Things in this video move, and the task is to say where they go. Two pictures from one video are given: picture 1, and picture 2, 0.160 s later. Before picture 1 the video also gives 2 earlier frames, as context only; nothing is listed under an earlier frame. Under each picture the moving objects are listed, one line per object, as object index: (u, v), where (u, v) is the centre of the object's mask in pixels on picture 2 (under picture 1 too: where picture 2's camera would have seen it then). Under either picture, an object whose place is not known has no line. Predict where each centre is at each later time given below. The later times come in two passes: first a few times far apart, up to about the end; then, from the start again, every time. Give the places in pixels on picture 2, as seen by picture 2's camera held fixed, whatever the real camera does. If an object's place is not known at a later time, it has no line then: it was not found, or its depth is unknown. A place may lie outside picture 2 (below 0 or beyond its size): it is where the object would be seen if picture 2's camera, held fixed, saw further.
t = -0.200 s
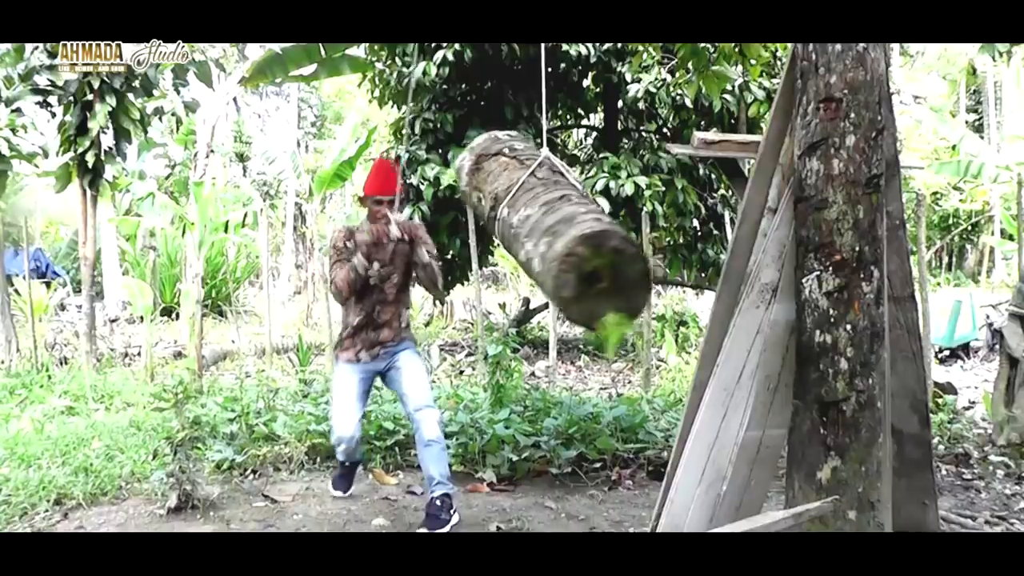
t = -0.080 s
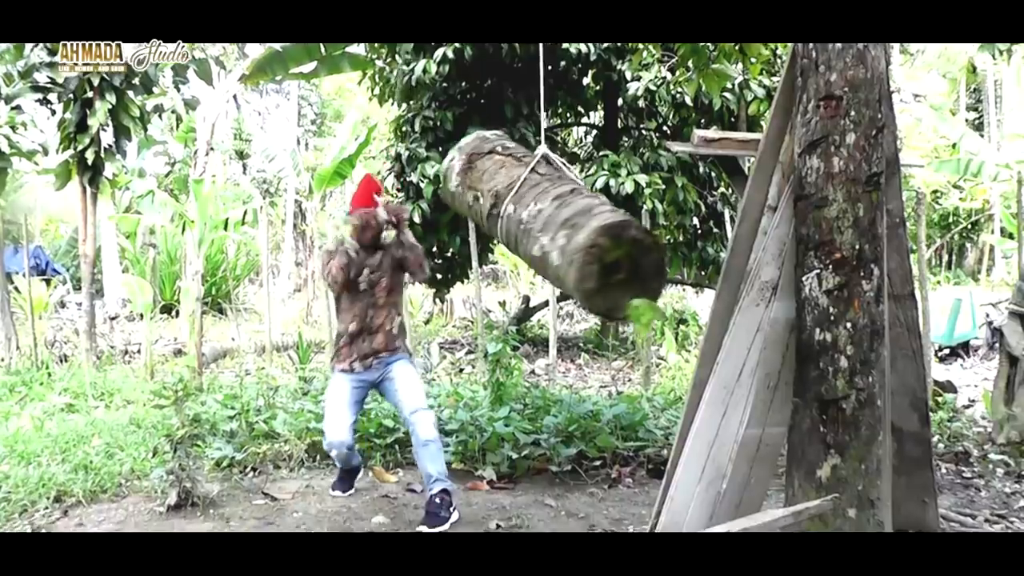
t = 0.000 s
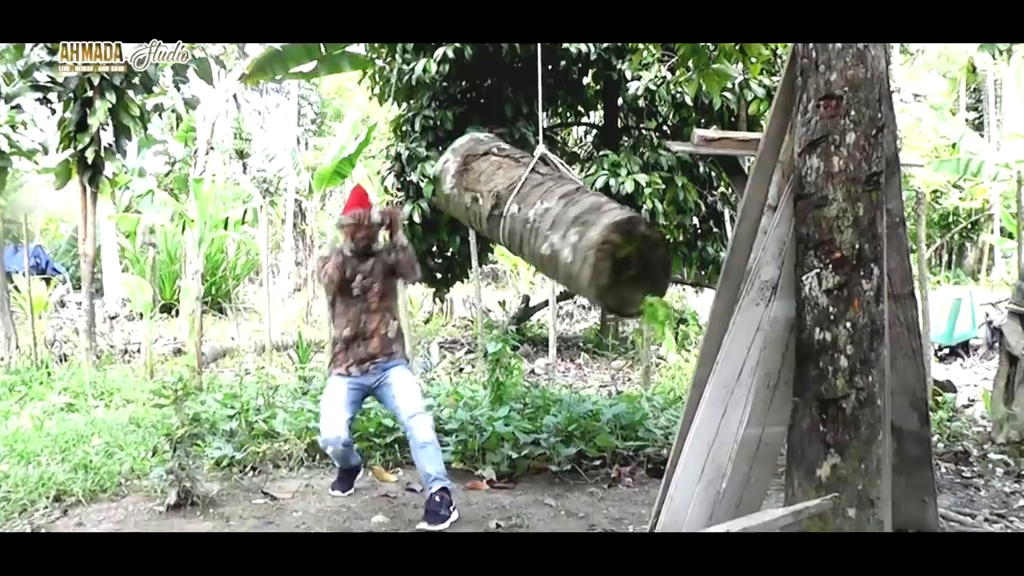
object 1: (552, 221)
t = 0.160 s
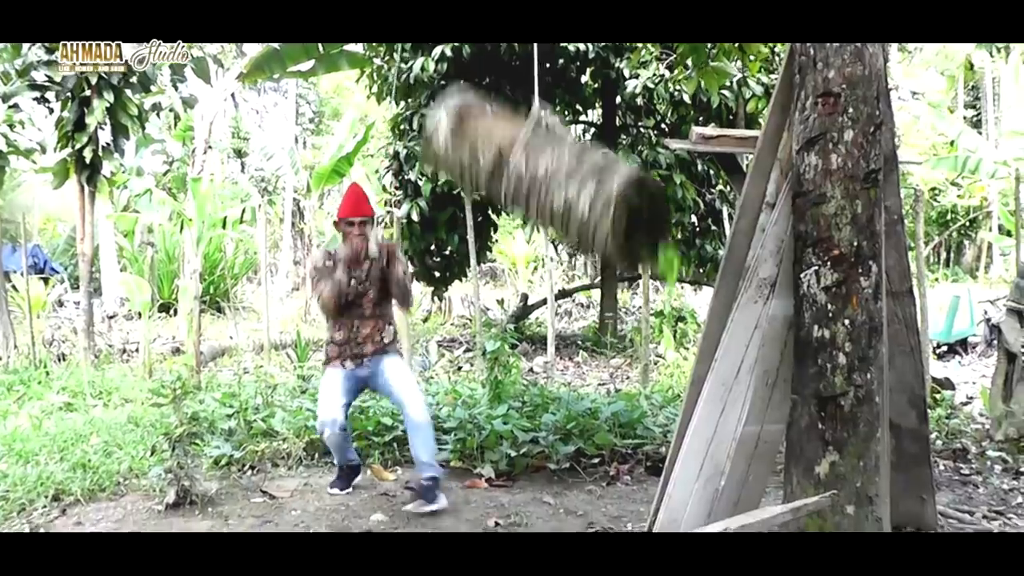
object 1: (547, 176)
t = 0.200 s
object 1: (544, 154)
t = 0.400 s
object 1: (576, 85)
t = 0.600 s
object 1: (588, 68)
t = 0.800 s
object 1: (576, 76)
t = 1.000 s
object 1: (553, 84)
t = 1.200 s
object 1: (535, 86)
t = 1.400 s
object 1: (519, 87)
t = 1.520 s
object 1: (511, 91)
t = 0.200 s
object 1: (544, 154)
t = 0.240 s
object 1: (544, 135)
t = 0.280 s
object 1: (545, 116)
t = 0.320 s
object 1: (549, 103)
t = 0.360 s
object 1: (561, 91)
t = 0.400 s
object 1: (576, 85)
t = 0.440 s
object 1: (584, 78)
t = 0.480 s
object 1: (585, 73)
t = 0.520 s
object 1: (589, 70)
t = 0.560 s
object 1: (589, 68)
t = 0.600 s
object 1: (588, 68)
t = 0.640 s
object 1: (589, 68)
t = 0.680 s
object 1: (586, 69)
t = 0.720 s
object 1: (584, 72)
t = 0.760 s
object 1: (580, 74)
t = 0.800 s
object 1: (576, 76)
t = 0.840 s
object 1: (567, 79)
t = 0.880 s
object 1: (569, 83)
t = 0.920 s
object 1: (560, 83)
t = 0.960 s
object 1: (557, 84)
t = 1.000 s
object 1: (553, 84)
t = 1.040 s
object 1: (550, 84)
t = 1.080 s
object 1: (547, 83)
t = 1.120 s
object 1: (544, 83)
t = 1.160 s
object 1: (540, 84)
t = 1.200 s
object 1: (535, 86)
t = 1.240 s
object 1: (532, 87)
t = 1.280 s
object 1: (529, 87)
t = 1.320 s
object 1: (525, 88)
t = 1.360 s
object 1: (522, 87)
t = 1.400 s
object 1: (519, 87)
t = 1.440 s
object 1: (516, 87)
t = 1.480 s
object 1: (513, 89)
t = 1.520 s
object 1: (511, 91)
